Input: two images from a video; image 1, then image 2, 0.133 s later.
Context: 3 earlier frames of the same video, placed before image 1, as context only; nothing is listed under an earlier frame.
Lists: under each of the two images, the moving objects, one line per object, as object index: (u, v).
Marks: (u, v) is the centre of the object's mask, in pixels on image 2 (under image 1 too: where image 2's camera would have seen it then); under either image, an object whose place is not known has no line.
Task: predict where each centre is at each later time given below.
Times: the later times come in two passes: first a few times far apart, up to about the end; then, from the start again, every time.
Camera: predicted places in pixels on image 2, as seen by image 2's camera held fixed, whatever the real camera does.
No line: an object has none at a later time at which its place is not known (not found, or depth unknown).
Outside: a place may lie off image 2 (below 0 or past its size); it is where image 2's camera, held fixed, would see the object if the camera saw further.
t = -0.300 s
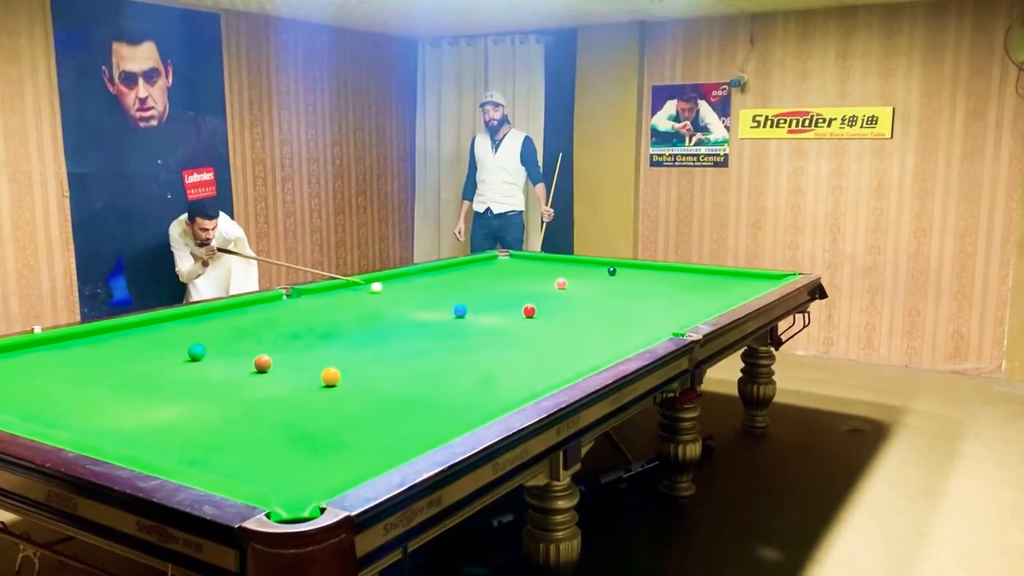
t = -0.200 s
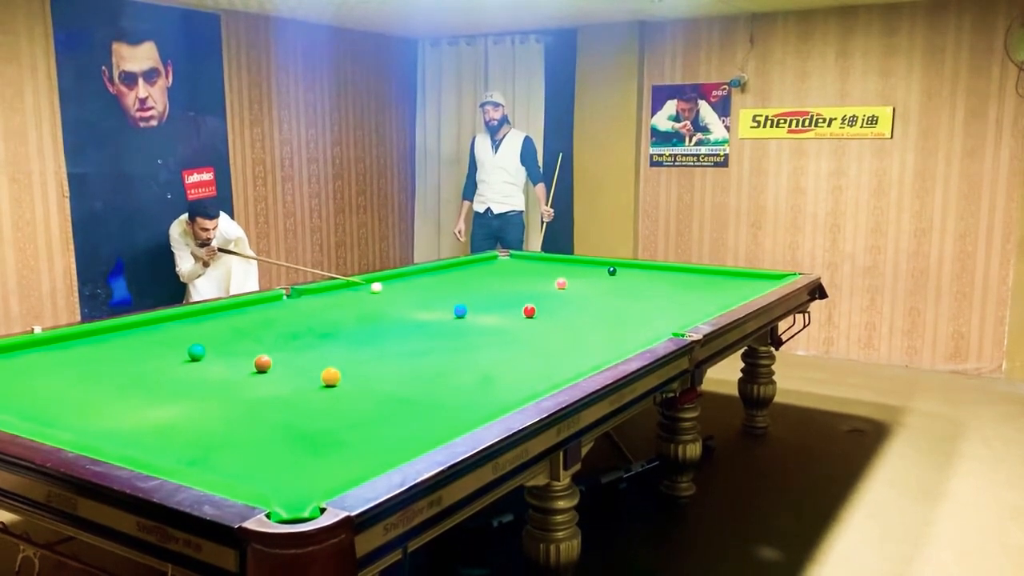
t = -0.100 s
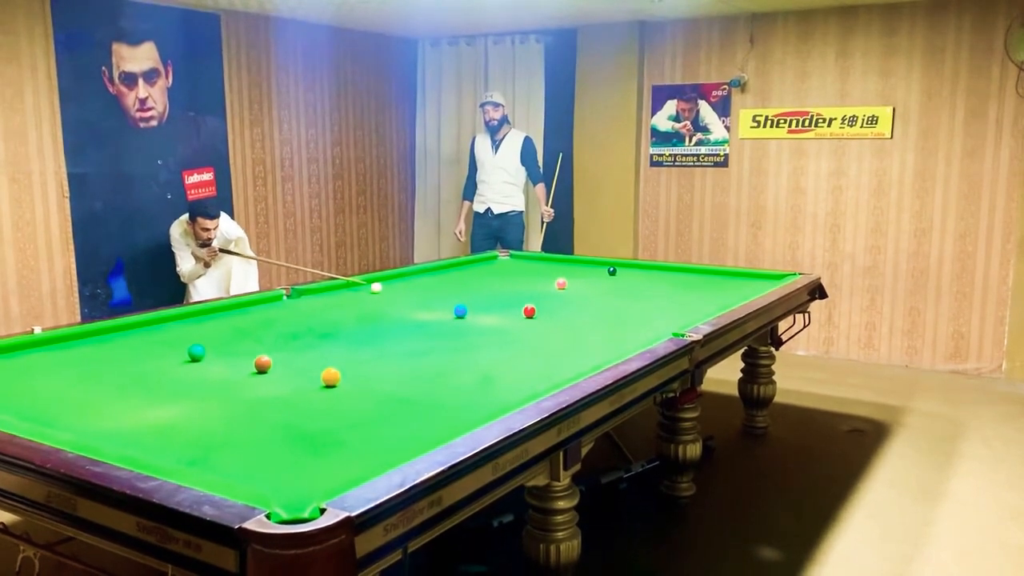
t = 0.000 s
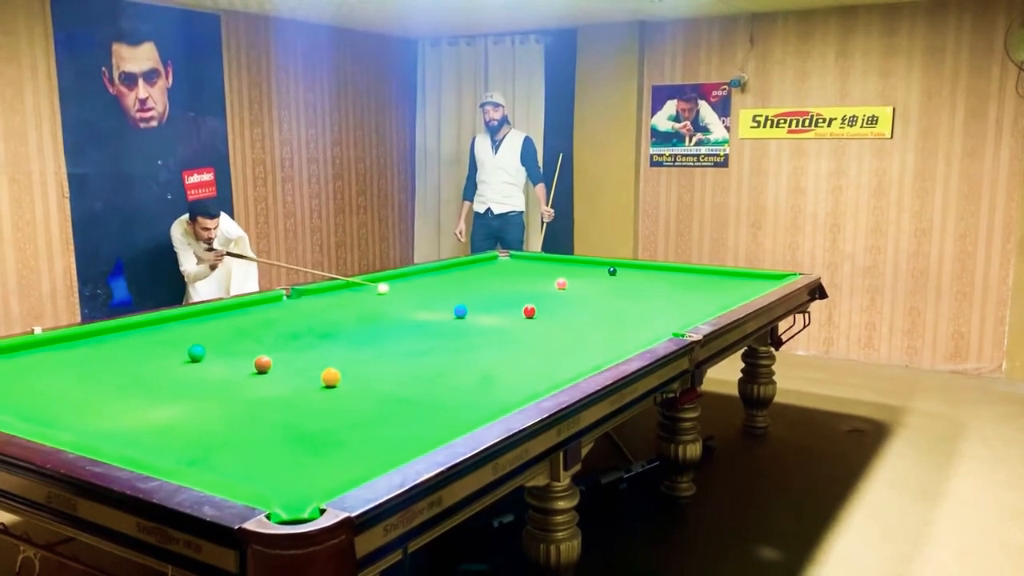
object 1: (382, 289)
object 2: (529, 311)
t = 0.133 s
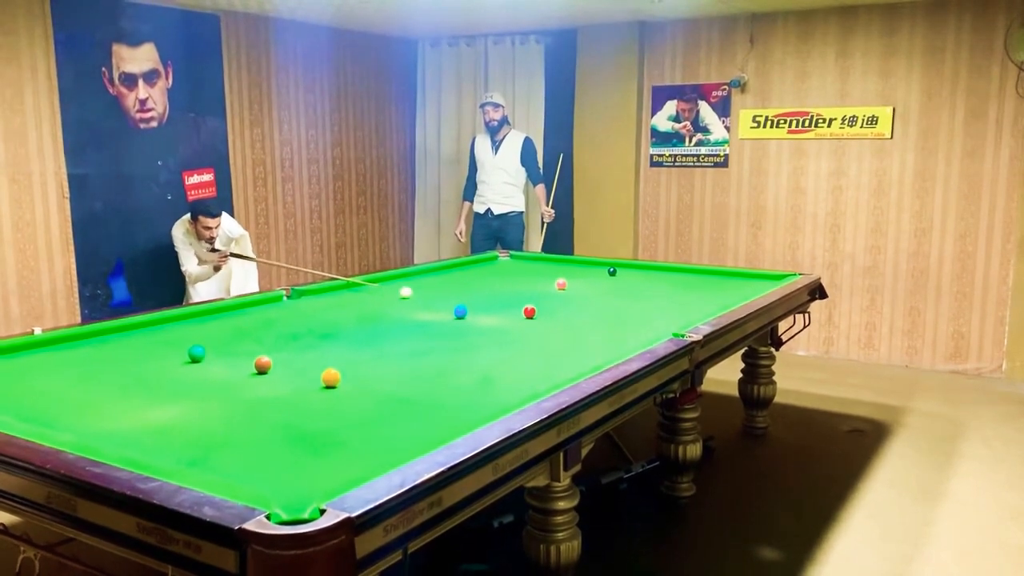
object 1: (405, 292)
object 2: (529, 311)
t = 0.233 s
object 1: (423, 295)
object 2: (529, 311)
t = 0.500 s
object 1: (473, 302)
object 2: (529, 311)
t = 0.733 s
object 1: (518, 310)
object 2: (530, 311)
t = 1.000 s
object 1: (535, 311)
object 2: (563, 318)
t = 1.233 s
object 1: (549, 312)
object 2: (591, 323)
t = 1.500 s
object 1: (564, 312)
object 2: (624, 330)
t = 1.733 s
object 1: (574, 313)
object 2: (652, 333)
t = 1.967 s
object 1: (583, 313)
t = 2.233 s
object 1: (591, 314)
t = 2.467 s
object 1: (596, 314)
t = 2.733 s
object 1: (600, 315)
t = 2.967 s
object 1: (602, 315)
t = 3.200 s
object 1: (601, 314)
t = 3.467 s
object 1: (601, 314)
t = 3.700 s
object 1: (601, 315)
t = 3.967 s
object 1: (601, 314)
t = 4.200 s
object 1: (601, 314)
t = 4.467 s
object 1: (601, 315)
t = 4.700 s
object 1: (601, 315)
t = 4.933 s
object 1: (601, 314)
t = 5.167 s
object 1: (601, 315)
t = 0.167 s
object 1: (411, 293)
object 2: (529, 311)
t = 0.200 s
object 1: (417, 294)
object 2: (529, 311)
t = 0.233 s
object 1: (423, 295)
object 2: (529, 311)
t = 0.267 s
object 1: (429, 296)
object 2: (529, 311)
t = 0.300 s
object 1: (435, 297)
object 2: (529, 311)
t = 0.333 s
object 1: (441, 298)
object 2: (529, 311)
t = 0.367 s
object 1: (447, 299)
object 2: (529, 311)
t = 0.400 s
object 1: (454, 300)
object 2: (529, 312)
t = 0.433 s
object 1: (460, 300)
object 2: (529, 311)
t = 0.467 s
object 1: (467, 301)
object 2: (529, 311)
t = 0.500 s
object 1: (473, 302)
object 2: (529, 311)
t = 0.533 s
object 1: (479, 303)
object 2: (529, 311)
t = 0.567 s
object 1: (485, 305)
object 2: (529, 311)
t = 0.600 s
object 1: (492, 305)
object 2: (529, 311)
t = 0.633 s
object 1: (499, 307)
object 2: (529, 311)
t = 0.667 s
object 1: (506, 307)
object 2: (529, 311)
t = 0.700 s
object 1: (512, 309)
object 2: (529, 311)
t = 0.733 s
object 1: (518, 310)
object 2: (530, 311)
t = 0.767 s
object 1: (521, 310)
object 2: (533, 312)
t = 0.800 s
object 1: (523, 310)
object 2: (538, 313)
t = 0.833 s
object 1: (525, 310)
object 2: (543, 314)
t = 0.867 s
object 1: (527, 310)
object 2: (547, 315)
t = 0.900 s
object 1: (529, 310)
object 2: (551, 315)
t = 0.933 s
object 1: (531, 311)
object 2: (555, 316)
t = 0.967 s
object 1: (533, 311)
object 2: (559, 317)
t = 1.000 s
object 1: (535, 311)
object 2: (563, 318)
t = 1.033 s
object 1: (538, 311)
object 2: (567, 319)
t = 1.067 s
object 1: (539, 311)
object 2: (570, 320)
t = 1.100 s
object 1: (541, 311)
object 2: (575, 320)
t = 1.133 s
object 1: (543, 311)
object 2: (579, 321)
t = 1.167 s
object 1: (546, 312)
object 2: (583, 322)
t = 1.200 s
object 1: (547, 312)
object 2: (587, 323)
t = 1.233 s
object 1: (549, 312)
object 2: (591, 323)
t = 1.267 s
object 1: (551, 312)
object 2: (595, 324)
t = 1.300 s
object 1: (553, 312)
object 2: (599, 325)
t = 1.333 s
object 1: (555, 312)
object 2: (603, 326)
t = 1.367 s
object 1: (557, 312)
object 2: (607, 327)
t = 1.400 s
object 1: (558, 312)
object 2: (611, 328)
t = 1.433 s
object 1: (560, 312)
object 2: (615, 328)
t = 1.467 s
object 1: (562, 312)
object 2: (620, 329)
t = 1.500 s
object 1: (564, 312)
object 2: (624, 330)
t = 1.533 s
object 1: (565, 313)
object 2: (628, 331)
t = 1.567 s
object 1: (566, 313)
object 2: (632, 332)
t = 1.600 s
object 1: (568, 313)
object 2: (636, 333)
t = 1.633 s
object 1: (570, 313)
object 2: (640, 333)
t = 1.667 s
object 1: (571, 313)
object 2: (644, 333)
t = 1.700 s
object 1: (573, 313)
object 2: (648, 333)
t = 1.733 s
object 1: (574, 313)
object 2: (652, 333)
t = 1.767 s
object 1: (575, 313)
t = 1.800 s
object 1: (577, 313)
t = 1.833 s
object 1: (578, 313)
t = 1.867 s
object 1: (579, 313)
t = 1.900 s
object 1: (581, 313)
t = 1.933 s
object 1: (582, 313)
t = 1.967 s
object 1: (583, 313)
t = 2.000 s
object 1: (584, 313)
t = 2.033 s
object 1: (585, 313)
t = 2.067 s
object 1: (586, 314)
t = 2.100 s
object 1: (587, 314)
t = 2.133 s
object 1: (588, 314)
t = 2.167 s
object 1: (589, 314)
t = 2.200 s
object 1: (590, 314)
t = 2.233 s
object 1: (591, 314)
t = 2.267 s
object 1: (592, 314)
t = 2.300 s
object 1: (592, 314)
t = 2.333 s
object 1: (593, 314)
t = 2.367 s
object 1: (594, 314)
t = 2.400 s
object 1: (595, 314)
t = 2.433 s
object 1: (596, 314)
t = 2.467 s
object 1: (596, 314)
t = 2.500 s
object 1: (596, 315)
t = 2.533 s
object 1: (597, 315)
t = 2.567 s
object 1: (598, 315)
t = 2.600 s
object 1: (598, 315)
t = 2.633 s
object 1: (599, 315)
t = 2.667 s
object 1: (599, 315)
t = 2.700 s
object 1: (599, 315)
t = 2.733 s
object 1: (600, 315)
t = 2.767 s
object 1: (600, 315)
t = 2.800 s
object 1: (600, 315)
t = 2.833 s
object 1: (601, 315)
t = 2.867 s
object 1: (601, 315)
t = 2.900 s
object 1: (601, 315)
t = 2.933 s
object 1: (601, 315)
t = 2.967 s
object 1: (602, 315)
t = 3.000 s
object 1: (602, 315)
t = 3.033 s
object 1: (602, 315)
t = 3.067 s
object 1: (602, 315)
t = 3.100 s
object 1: (601, 314)
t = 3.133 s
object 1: (601, 315)
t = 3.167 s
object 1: (601, 314)
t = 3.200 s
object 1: (601, 314)
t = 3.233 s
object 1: (601, 314)
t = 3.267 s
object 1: (601, 314)
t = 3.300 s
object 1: (601, 314)
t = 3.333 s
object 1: (601, 314)
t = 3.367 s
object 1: (601, 314)
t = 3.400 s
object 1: (601, 314)
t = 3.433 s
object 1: (601, 314)
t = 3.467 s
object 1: (601, 314)
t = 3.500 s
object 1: (601, 314)
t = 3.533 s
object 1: (601, 314)
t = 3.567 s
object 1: (601, 314)
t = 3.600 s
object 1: (601, 314)
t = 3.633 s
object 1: (601, 315)
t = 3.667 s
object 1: (601, 314)
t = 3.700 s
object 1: (601, 315)
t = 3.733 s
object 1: (601, 314)
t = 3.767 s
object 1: (601, 314)
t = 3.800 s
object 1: (601, 314)
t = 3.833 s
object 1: (601, 314)
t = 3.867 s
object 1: (601, 314)
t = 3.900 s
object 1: (601, 314)
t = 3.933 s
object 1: (601, 314)
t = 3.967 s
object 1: (601, 314)
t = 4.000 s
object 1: (601, 314)
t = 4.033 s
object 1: (601, 314)
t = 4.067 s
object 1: (601, 314)
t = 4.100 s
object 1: (601, 315)
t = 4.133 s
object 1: (601, 315)
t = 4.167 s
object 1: (601, 314)
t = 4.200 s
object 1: (601, 314)
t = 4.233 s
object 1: (601, 314)
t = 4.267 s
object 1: (601, 314)
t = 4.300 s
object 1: (601, 314)
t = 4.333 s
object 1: (601, 314)
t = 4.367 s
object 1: (601, 314)
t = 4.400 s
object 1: (601, 315)
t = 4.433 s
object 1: (601, 315)
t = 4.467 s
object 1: (601, 315)
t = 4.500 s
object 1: (601, 315)
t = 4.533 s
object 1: (601, 315)
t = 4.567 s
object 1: (601, 315)
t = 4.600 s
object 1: (601, 315)
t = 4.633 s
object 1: (601, 315)
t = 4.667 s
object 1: (601, 315)
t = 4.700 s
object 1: (601, 315)
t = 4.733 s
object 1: (601, 315)
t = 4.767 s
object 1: (601, 315)
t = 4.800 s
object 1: (601, 315)
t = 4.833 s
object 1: (601, 315)
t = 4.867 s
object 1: (601, 314)
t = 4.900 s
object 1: (601, 314)
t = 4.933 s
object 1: (601, 314)
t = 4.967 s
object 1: (601, 315)
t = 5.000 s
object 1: (601, 314)
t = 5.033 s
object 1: (601, 315)
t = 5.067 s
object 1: (601, 314)
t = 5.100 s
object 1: (601, 315)
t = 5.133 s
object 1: (601, 315)
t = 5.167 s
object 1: (601, 315)
